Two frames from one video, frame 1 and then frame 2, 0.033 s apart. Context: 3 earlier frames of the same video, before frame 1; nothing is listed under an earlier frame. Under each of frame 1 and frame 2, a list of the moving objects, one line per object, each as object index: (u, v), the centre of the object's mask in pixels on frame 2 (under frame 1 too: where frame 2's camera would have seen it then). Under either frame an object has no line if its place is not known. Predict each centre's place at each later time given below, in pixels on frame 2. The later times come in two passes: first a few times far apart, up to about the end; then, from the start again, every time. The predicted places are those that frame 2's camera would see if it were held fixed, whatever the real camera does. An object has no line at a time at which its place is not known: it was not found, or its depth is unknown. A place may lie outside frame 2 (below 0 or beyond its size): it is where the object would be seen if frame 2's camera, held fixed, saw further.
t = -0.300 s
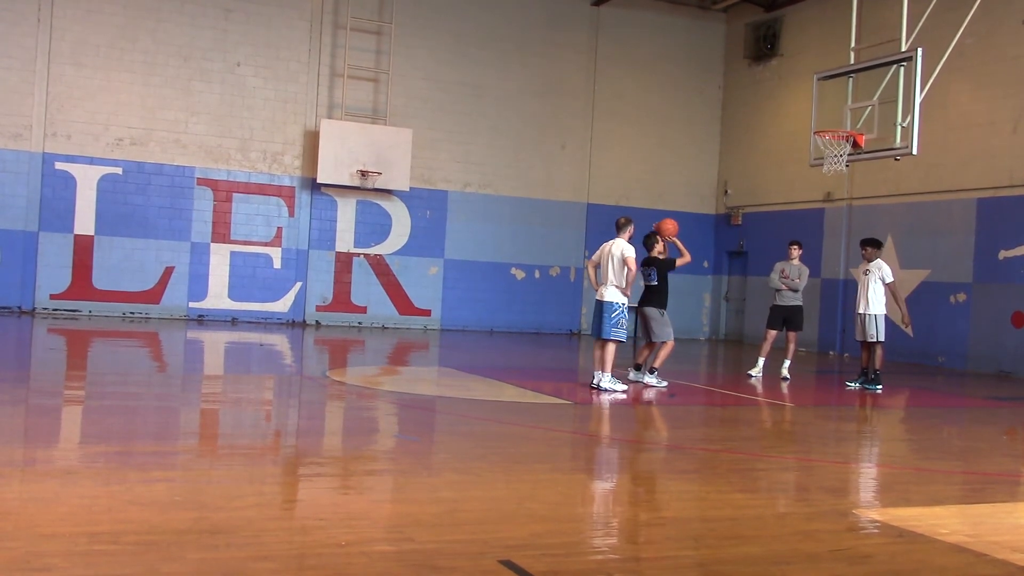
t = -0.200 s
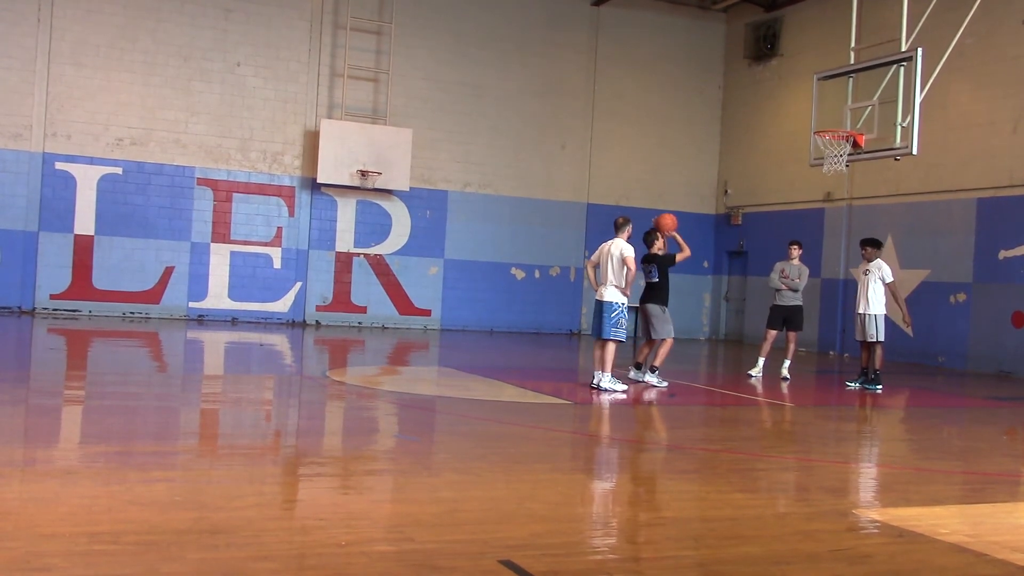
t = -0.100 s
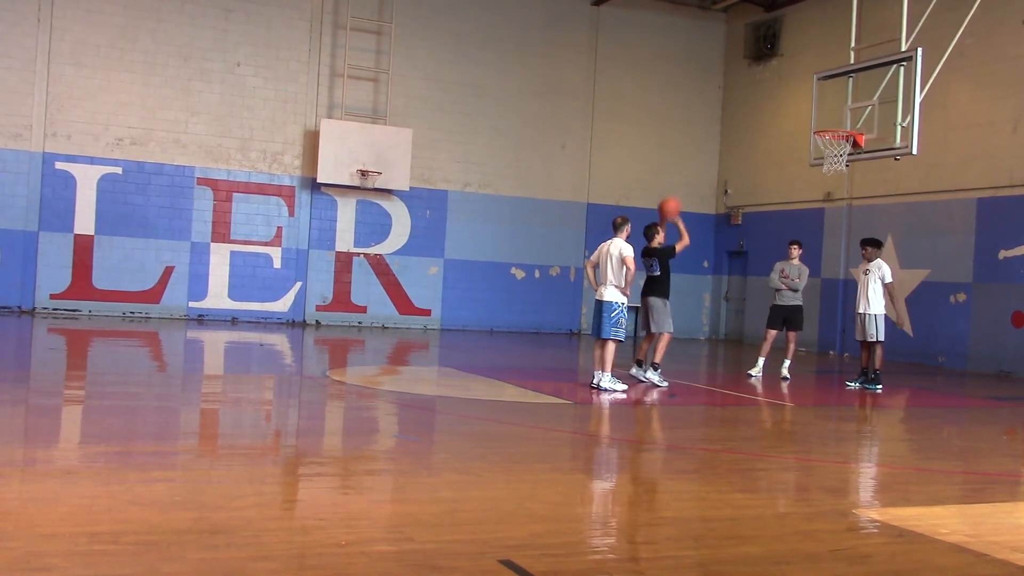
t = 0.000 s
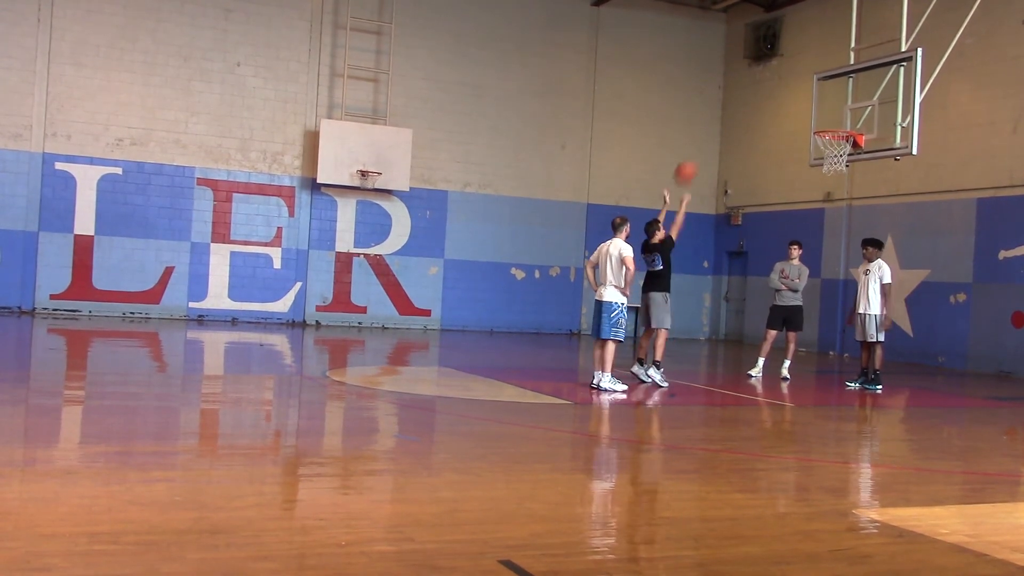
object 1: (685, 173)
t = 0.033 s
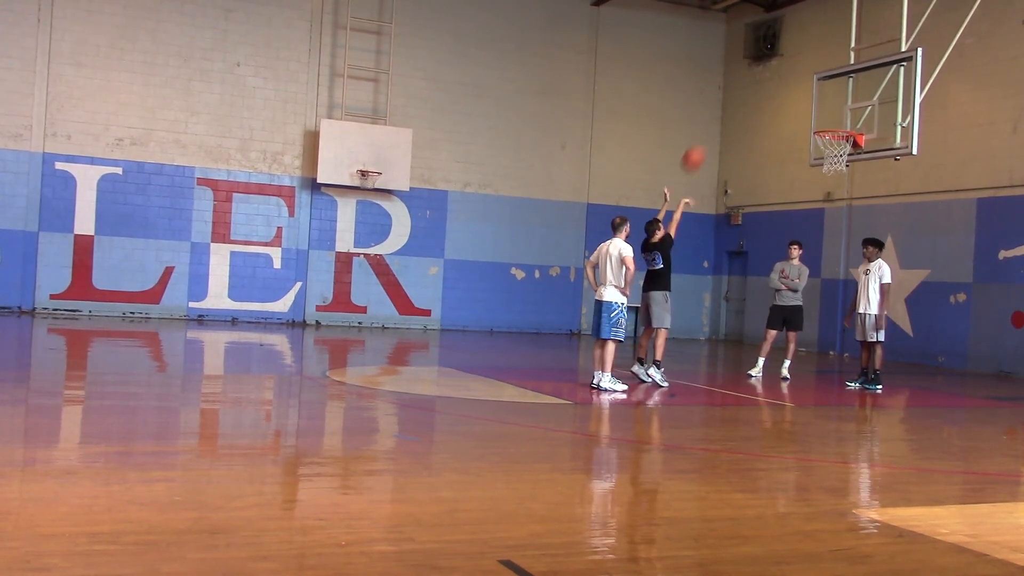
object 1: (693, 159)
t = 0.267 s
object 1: (743, 94)
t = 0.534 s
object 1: (794, 78)
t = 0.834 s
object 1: (844, 125)
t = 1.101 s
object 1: (818, 154)
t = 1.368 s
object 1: (831, 178)
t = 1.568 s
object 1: (839, 234)
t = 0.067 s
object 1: (700, 146)
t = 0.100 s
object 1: (707, 135)
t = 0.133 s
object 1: (716, 124)
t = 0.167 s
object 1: (723, 115)
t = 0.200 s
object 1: (730, 107)
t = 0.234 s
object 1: (737, 100)
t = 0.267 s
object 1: (743, 94)
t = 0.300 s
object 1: (750, 89)
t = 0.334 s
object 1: (757, 84)
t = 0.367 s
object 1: (763, 81)
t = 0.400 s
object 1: (769, 78)
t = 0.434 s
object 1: (775, 77)
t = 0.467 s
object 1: (782, 76)
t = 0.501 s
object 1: (788, 77)
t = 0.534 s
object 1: (794, 78)
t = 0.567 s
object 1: (799, 80)
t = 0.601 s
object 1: (805, 83)
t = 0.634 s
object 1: (811, 87)
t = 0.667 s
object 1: (817, 92)
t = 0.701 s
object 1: (823, 97)
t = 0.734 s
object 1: (829, 104)
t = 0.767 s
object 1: (833, 111)
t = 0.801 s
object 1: (838, 119)
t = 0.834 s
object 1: (844, 125)
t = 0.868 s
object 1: (839, 128)
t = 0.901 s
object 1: (835, 135)
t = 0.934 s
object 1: (828, 141)
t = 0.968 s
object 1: (821, 145)
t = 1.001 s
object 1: (822, 146)
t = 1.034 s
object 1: (821, 149)
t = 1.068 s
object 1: (819, 150)
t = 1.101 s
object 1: (818, 154)
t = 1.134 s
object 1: (819, 154)
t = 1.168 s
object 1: (820, 158)
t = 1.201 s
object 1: (822, 159)
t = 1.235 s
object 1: (825, 160)
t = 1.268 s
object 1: (826, 162)
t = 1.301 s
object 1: (828, 166)
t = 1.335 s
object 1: (830, 171)
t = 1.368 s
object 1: (831, 178)
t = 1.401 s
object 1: (832, 185)
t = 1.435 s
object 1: (834, 193)
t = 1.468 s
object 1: (835, 201)
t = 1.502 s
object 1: (836, 212)
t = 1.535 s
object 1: (838, 222)
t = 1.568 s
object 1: (839, 234)
